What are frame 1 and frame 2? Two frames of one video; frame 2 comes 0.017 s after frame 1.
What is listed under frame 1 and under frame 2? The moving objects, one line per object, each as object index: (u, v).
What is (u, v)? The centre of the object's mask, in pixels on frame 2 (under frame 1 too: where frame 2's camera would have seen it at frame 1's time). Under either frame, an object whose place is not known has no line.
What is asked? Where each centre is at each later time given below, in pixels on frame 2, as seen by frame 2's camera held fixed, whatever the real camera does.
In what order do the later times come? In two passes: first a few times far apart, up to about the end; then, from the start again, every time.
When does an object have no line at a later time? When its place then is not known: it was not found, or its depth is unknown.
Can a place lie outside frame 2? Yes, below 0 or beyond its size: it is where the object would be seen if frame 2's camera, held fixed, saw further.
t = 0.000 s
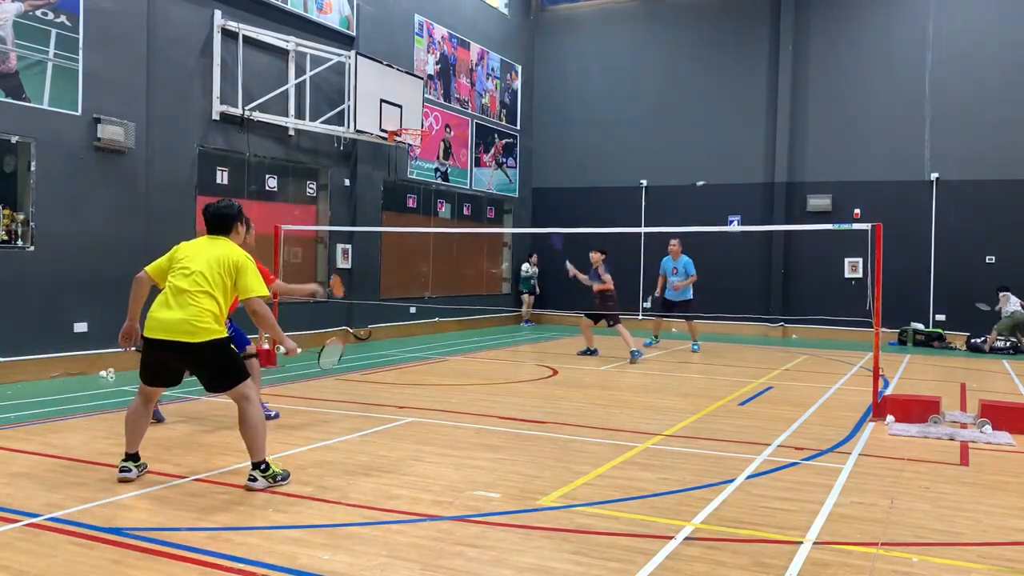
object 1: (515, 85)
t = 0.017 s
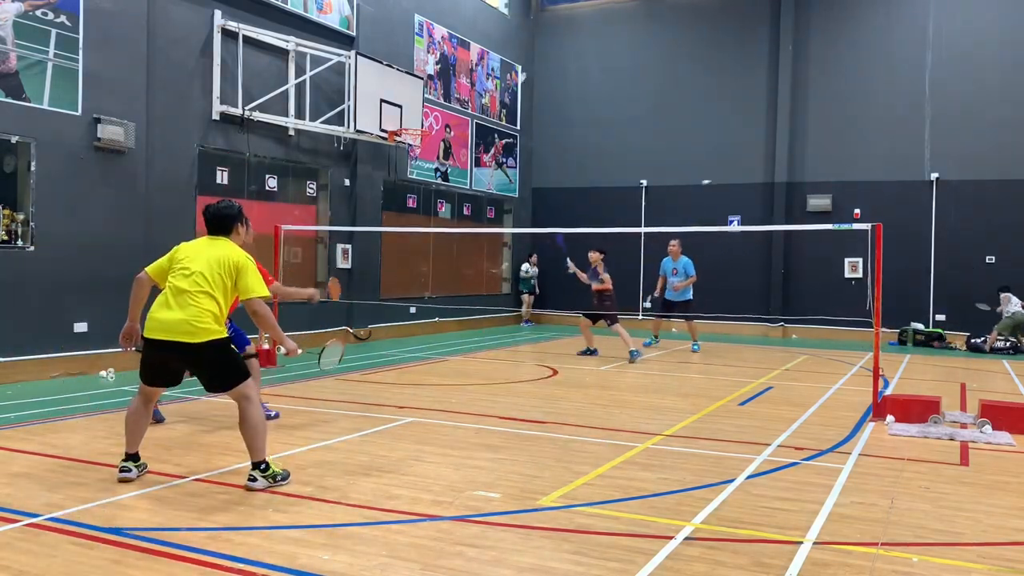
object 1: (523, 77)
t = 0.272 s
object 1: (564, 44)
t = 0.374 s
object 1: (575, 47)
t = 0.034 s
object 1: (526, 73)
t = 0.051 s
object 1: (530, 68)
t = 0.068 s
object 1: (533, 64)
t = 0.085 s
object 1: (536, 60)
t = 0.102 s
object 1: (540, 57)
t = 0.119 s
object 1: (543, 54)
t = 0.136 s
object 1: (545, 52)
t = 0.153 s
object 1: (548, 50)
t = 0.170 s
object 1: (551, 48)
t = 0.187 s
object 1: (553, 47)
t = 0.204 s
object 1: (556, 45)
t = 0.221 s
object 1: (558, 45)
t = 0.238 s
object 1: (560, 44)
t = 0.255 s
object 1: (562, 44)
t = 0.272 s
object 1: (564, 44)
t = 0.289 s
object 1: (566, 44)
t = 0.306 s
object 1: (568, 44)
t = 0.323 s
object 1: (570, 45)
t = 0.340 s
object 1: (572, 45)
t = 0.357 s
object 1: (573, 46)
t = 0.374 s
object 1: (575, 47)
